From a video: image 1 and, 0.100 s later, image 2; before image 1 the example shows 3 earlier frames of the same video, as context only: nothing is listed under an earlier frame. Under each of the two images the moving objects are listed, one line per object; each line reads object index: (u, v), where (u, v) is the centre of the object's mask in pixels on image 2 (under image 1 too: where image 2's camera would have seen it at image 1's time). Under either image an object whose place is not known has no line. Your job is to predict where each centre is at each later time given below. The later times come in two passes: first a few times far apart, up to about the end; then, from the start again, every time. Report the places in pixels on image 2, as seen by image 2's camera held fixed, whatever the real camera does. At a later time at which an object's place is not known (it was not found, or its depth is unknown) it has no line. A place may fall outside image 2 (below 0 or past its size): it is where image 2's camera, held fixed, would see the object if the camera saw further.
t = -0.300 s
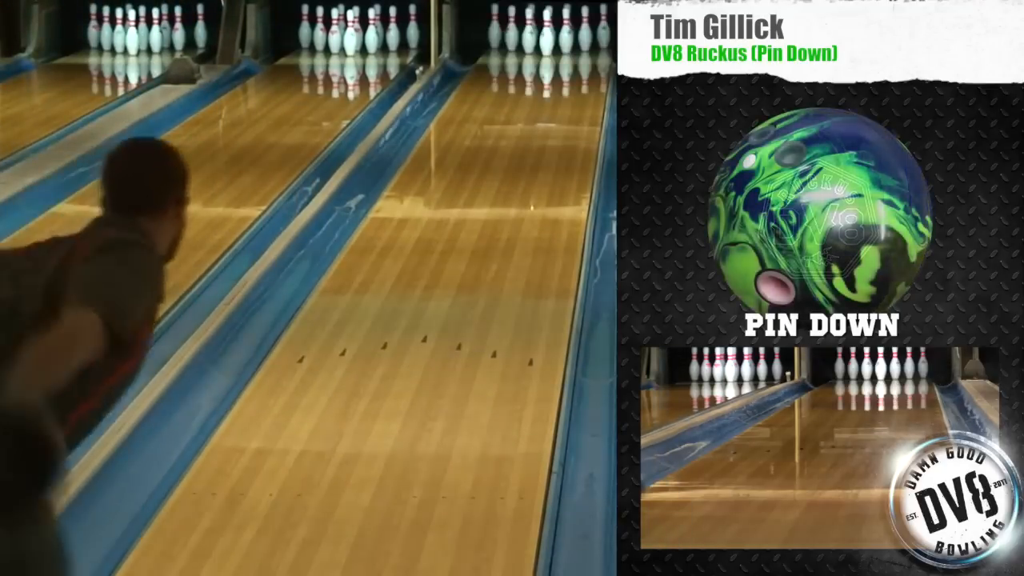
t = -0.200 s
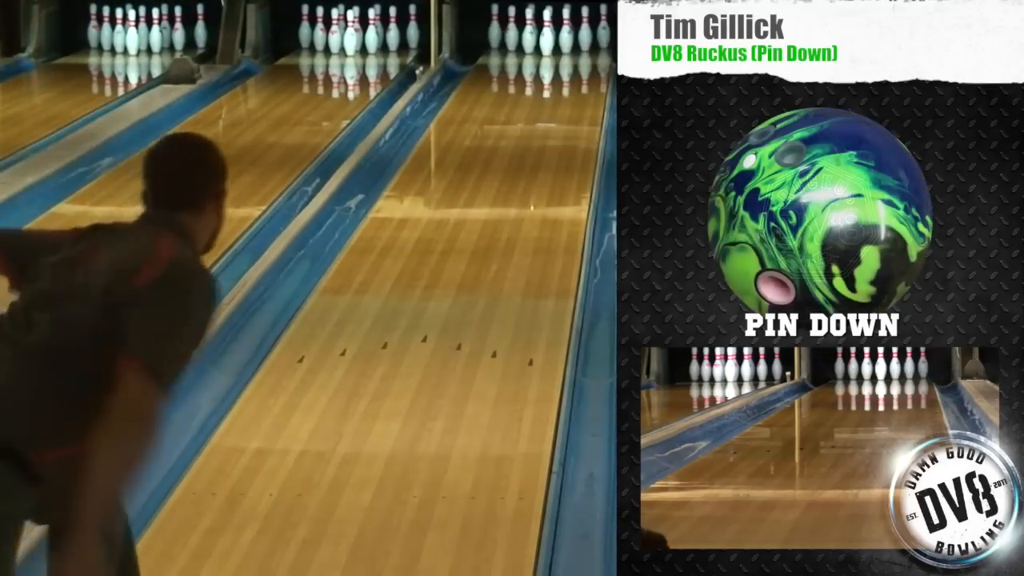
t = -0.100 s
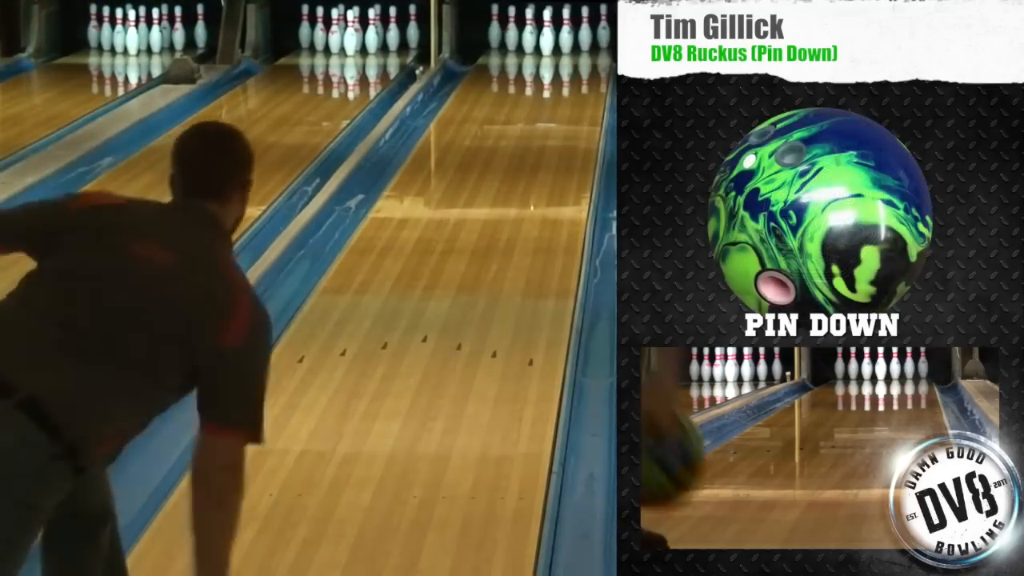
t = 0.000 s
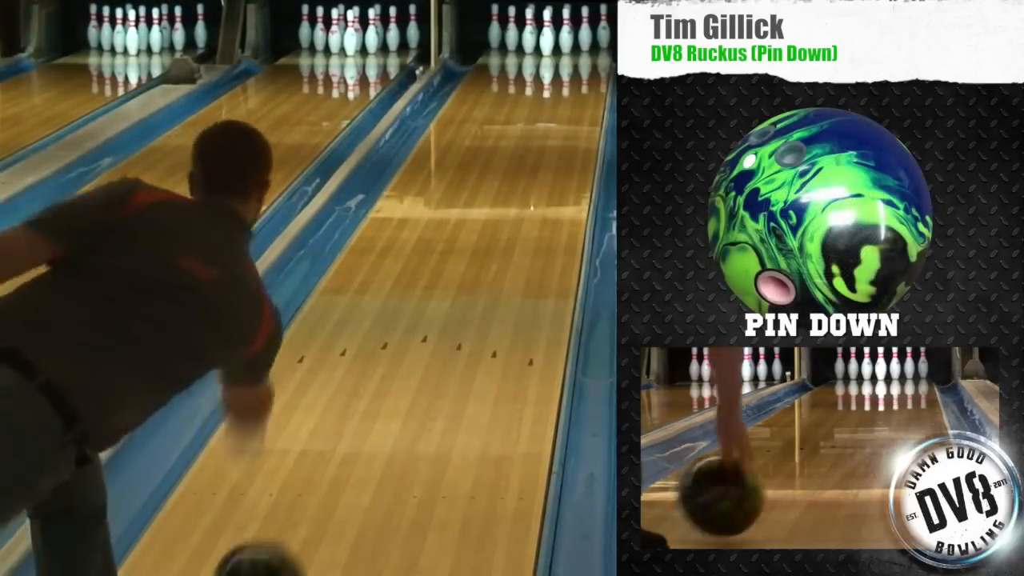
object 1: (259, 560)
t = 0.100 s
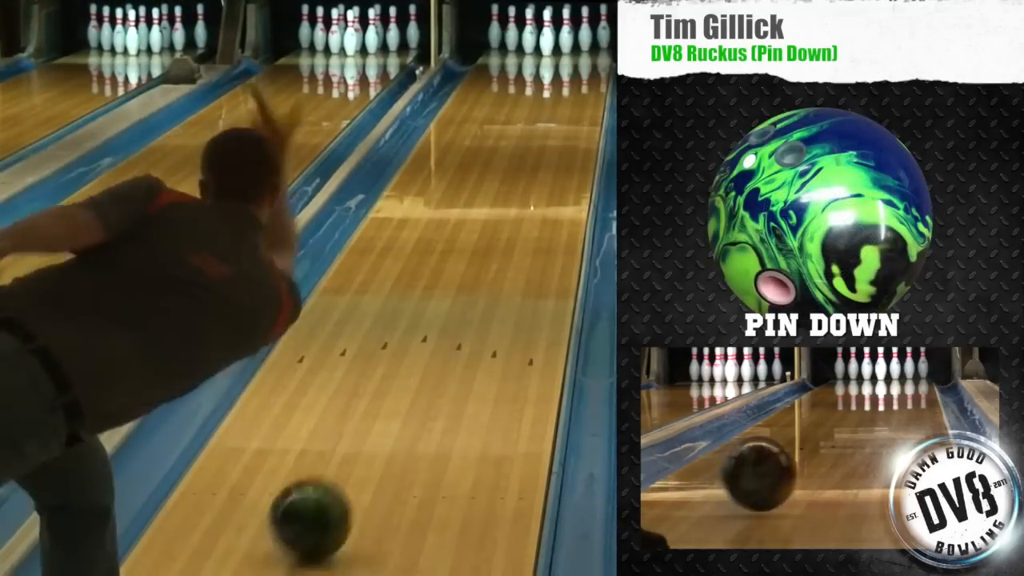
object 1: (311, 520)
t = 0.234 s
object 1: (367, 439)
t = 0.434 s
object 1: (428, 348)
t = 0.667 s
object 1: (480, 270)
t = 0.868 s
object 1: (512, 221)
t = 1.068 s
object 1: (537, 181)
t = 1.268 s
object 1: (556, 147)
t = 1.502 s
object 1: (571, 116)
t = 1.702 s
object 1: (578, 95)
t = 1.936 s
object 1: (578, 73)
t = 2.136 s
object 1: (573, 60)
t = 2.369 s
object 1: (559, 46)
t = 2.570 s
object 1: (561, 39)
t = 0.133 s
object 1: (326, 498)
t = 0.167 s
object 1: (340, 477)
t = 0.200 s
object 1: (354, 458)
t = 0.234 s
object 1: (367, 439)
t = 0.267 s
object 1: (378, 421)
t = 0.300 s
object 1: (390, 405)
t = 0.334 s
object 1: (400, 390)
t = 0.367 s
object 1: (410, 375)
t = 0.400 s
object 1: (419, 361)
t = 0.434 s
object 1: (428, 348)
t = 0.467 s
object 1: (437, 335)
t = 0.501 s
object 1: (445, 324)
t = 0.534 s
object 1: (453, 312)
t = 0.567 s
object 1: (460, 301)
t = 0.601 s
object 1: (467, 290)
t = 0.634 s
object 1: (473, 280)
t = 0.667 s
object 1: (480, 270)
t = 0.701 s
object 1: (486, 262)
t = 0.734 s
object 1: (491, 253)
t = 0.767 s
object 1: (497, 244)
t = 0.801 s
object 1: (502, 236)
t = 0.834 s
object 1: (507, 228)
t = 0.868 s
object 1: (512, 221)
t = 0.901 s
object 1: (516, 214)
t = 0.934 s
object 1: (521, 207)
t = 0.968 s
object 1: (525, 199)
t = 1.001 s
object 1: (529, 193)
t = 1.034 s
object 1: (533, 187)
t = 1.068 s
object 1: (537, 181)
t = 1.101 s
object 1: (540, 175)
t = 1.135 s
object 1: (544, 169)
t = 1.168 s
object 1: (546, 163)
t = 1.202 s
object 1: (549, 158)
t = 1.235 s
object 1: (552, 153)
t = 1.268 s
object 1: (556, 147)
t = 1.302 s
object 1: (558, 142)
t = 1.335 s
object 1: (560, 138)
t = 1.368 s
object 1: (563, 133)
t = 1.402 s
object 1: (565, 129)
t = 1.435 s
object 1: (567, 125)
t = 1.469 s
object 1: (569, 120)
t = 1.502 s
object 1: (571, 116)
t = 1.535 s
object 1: (572, 112)
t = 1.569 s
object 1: (574, 109)
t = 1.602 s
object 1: (575, 105)
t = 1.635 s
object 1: (577, 102)
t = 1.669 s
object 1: (578, 99)
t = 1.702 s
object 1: (578, 95)
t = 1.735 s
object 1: (579, 91)
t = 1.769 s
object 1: (579, 88)
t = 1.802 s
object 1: (579, 85)
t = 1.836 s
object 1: (579, 82)
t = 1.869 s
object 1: (579, 79)
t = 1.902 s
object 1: (578, 77)
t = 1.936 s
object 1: (578, 73)
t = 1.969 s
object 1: (577, 71)
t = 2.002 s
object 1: (577, 69)
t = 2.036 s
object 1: (576, 67)
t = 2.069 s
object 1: (576, 64)
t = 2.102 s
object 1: (574, 62)
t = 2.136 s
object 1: (573, 60)
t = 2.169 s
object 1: (572, 57)
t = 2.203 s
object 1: (570, 55)
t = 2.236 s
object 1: (568, 54)
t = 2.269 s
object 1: (567, 51)
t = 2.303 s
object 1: (565, 49)
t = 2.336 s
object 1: (564, 48)
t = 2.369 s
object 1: (559, 46)
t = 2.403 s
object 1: (558, 44)
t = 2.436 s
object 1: (559, 43)
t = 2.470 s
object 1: (559, 42)
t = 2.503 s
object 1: (559, 40)
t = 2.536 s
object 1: (559, 40)
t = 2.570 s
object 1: (561, 39)
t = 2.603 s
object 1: (563, 38)
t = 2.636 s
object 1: (565, 35)
